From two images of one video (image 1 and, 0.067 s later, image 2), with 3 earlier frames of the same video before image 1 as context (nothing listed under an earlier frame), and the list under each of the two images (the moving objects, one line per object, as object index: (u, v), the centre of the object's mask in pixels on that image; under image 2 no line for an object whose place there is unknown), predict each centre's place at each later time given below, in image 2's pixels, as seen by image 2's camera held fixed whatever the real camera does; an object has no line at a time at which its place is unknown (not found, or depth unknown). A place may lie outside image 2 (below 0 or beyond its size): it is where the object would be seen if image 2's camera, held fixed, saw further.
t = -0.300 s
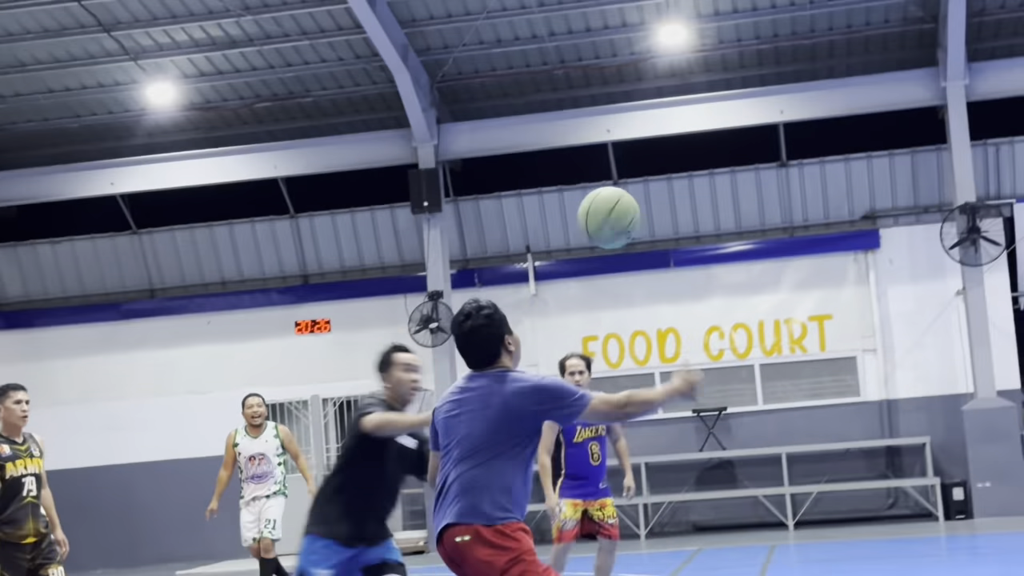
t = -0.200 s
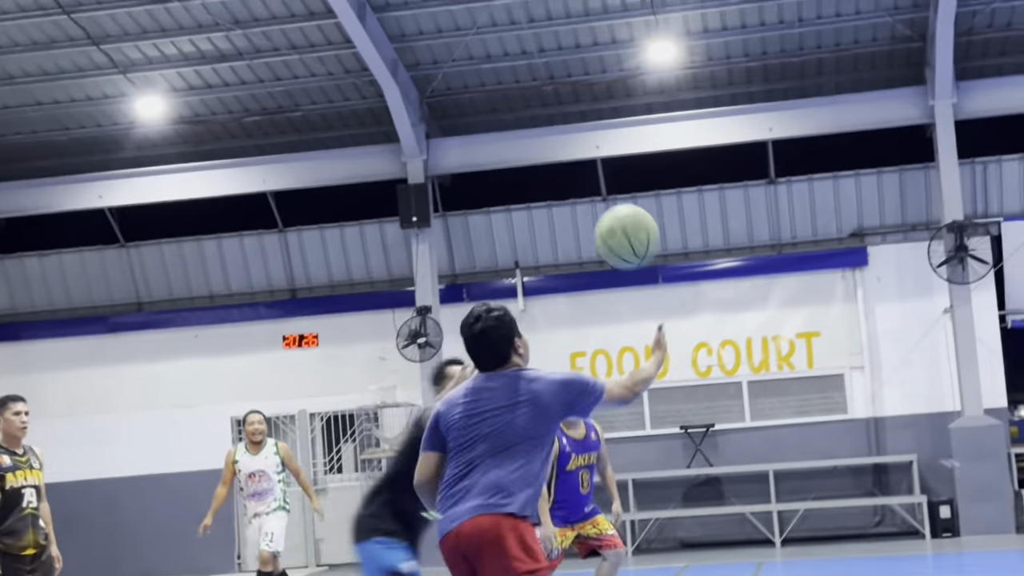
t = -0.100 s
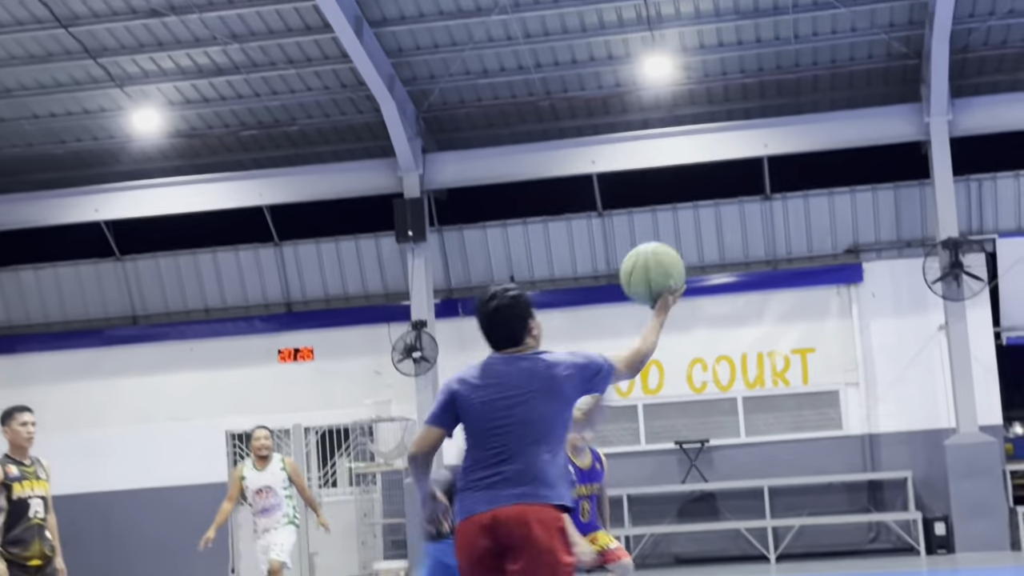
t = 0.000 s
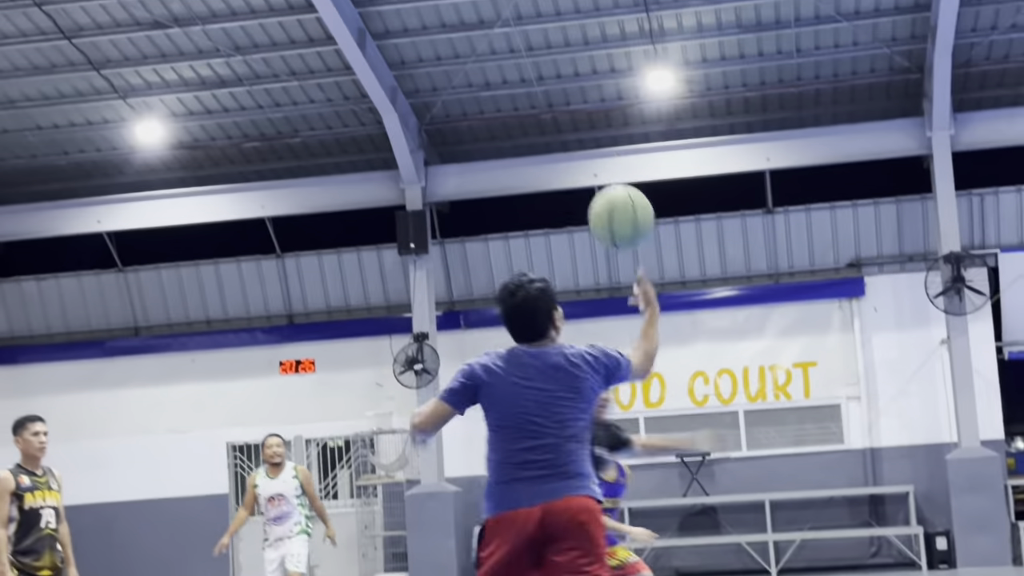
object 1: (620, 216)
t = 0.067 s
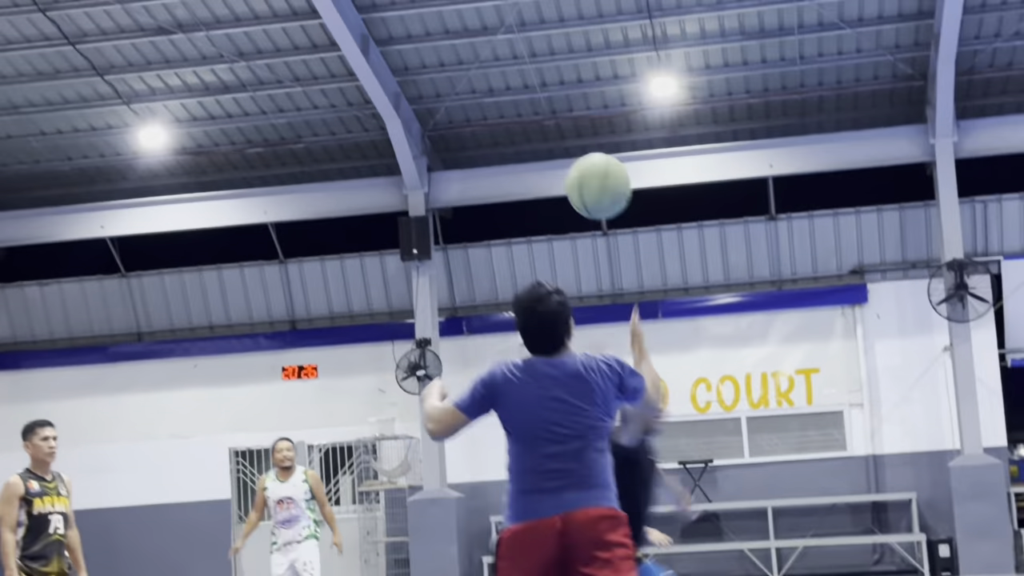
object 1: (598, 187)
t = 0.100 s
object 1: (584, 171)
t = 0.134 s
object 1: (571, 157)
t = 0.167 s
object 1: (558, 147)
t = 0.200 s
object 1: (545, 139)
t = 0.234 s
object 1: (533, 138)
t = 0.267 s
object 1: (521, 136)
